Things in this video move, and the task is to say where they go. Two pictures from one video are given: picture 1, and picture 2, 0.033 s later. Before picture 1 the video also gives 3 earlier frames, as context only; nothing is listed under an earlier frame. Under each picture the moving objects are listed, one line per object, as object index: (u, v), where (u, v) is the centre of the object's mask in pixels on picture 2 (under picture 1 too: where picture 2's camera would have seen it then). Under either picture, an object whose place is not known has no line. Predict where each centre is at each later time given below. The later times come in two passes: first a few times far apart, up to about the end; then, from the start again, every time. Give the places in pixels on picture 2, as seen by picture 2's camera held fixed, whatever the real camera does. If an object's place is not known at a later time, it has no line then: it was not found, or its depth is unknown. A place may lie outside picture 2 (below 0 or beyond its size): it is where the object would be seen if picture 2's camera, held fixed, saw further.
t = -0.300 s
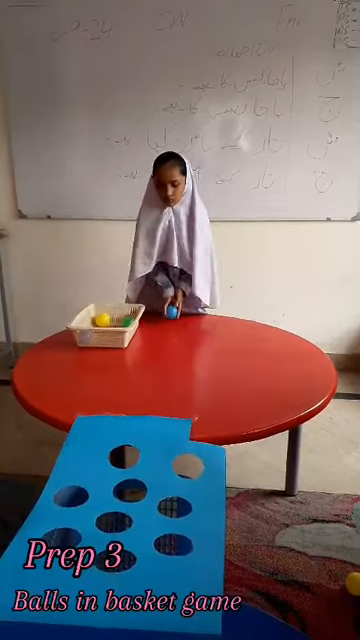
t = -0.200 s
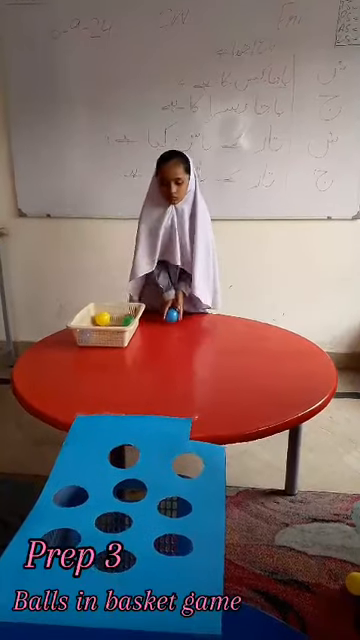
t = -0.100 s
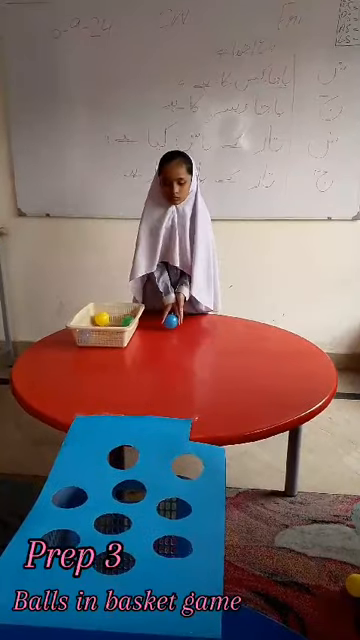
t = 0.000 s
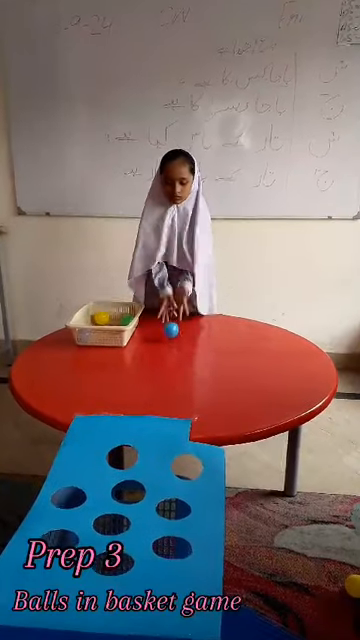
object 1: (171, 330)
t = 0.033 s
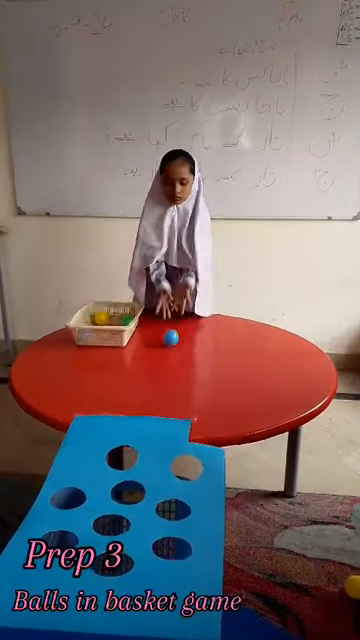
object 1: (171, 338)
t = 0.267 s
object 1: (165, 358)
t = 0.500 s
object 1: (161, 383)
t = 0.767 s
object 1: (162, 407)
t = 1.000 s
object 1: (174, 424)
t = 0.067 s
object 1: (170, 340)
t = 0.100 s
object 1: (170, 340)
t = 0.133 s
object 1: (169, 344)
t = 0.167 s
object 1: (168, 350)
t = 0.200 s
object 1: (167, 352)
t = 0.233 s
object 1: (166, 354)
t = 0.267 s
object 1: (165, 358)
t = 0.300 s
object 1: (165, 362)
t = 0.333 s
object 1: (164, 364)
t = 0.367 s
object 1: (163, 369)
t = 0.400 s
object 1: (162, 372)
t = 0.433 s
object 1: (161, 376)
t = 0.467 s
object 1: (160, 379)
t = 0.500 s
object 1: (161, 383)
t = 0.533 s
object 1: (161, 386)
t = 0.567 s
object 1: (161, 389)
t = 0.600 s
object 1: (160, 393)
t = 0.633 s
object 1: (160, 397)
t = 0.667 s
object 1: (160, 401)
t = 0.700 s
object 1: (161, 405)
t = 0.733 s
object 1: (161, 407)
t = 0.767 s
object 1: (162, 407)
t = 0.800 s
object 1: (163, 408)
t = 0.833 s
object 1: (165, 412)
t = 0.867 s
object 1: (167, 415)
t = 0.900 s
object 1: (169, 417)
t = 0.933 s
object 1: (171, 419)
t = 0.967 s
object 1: (172, 422)
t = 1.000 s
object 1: (174, 424)
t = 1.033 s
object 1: (176, 427)
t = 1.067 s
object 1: (179, 431)
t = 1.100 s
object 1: (181, 435)
